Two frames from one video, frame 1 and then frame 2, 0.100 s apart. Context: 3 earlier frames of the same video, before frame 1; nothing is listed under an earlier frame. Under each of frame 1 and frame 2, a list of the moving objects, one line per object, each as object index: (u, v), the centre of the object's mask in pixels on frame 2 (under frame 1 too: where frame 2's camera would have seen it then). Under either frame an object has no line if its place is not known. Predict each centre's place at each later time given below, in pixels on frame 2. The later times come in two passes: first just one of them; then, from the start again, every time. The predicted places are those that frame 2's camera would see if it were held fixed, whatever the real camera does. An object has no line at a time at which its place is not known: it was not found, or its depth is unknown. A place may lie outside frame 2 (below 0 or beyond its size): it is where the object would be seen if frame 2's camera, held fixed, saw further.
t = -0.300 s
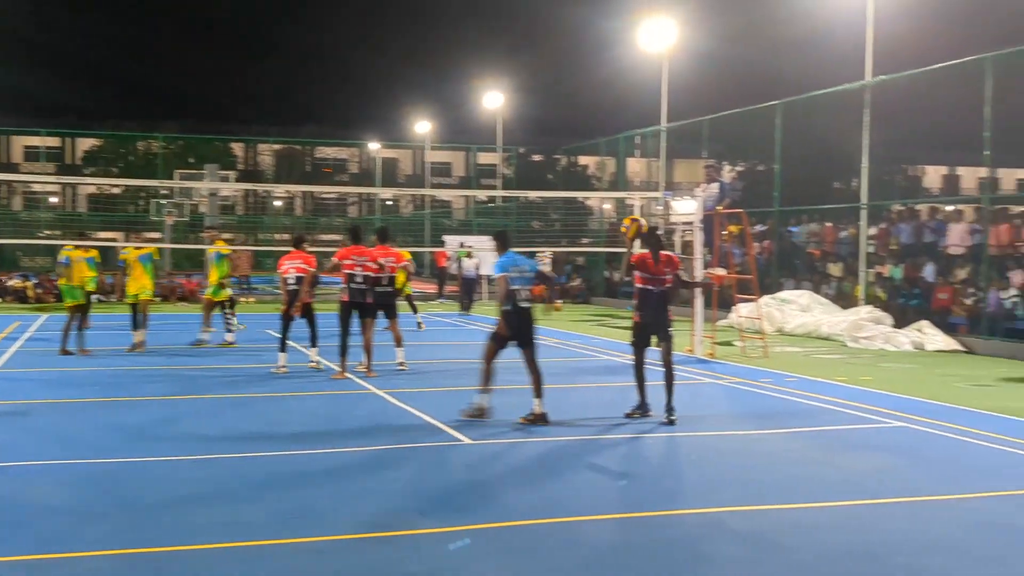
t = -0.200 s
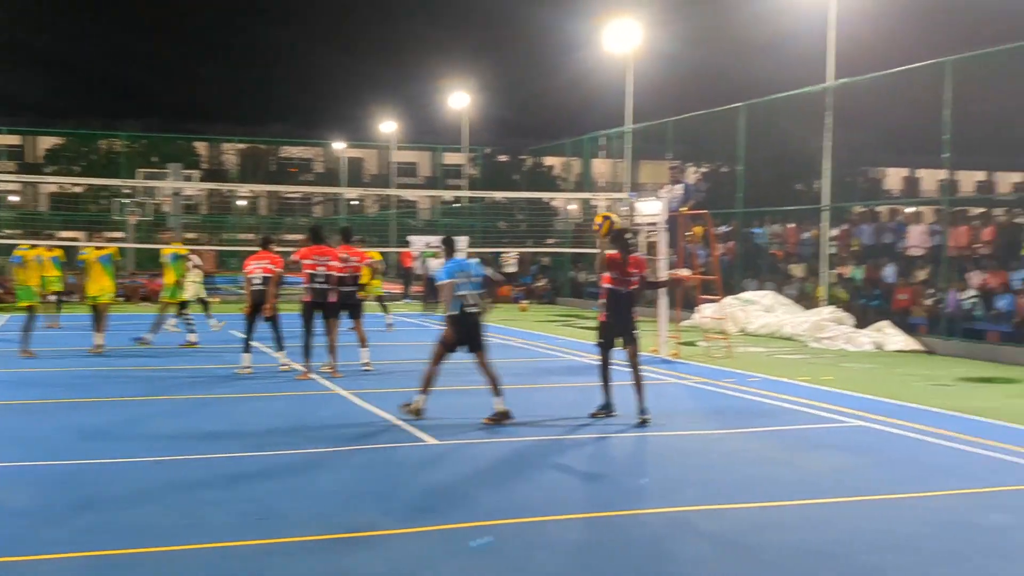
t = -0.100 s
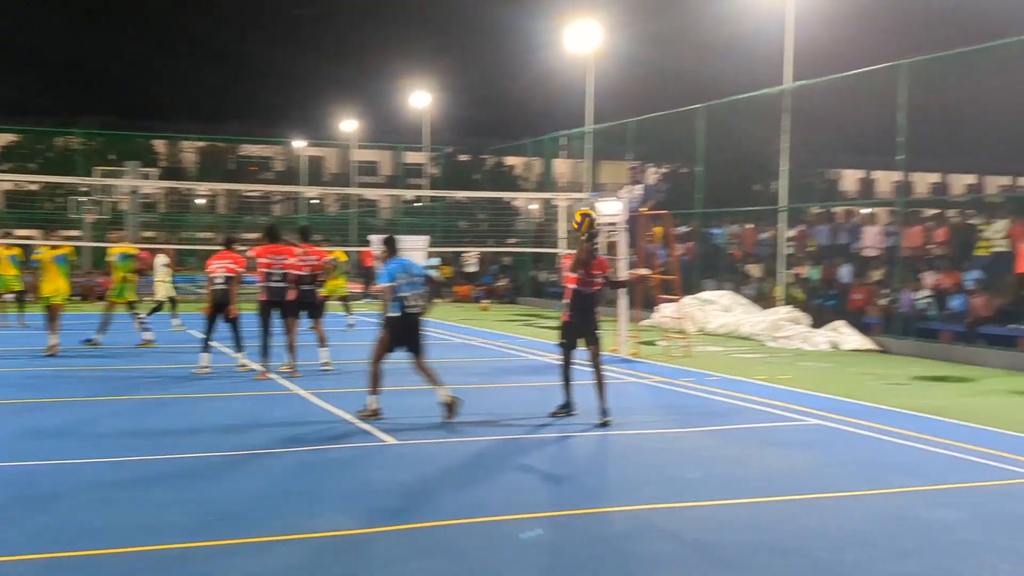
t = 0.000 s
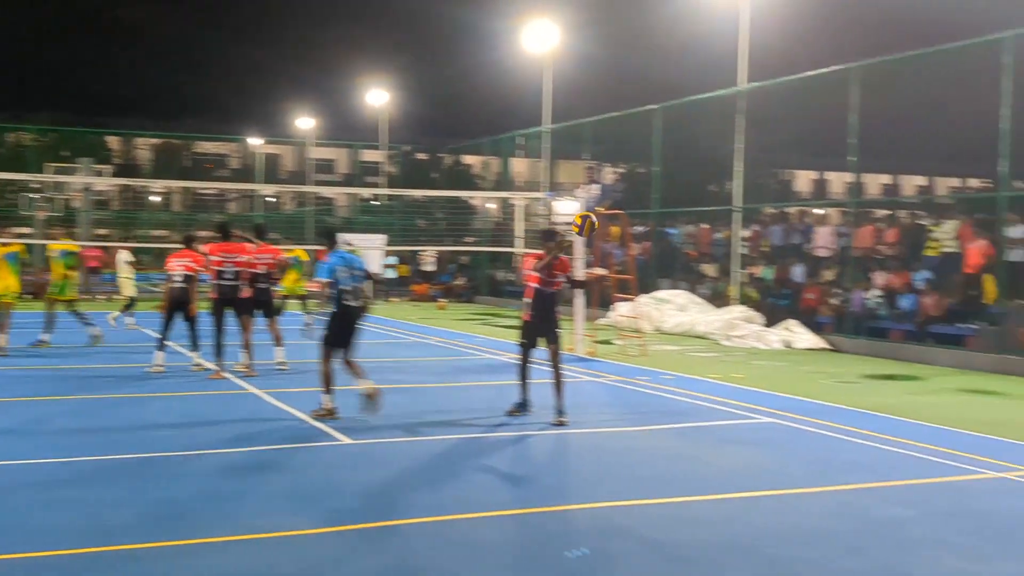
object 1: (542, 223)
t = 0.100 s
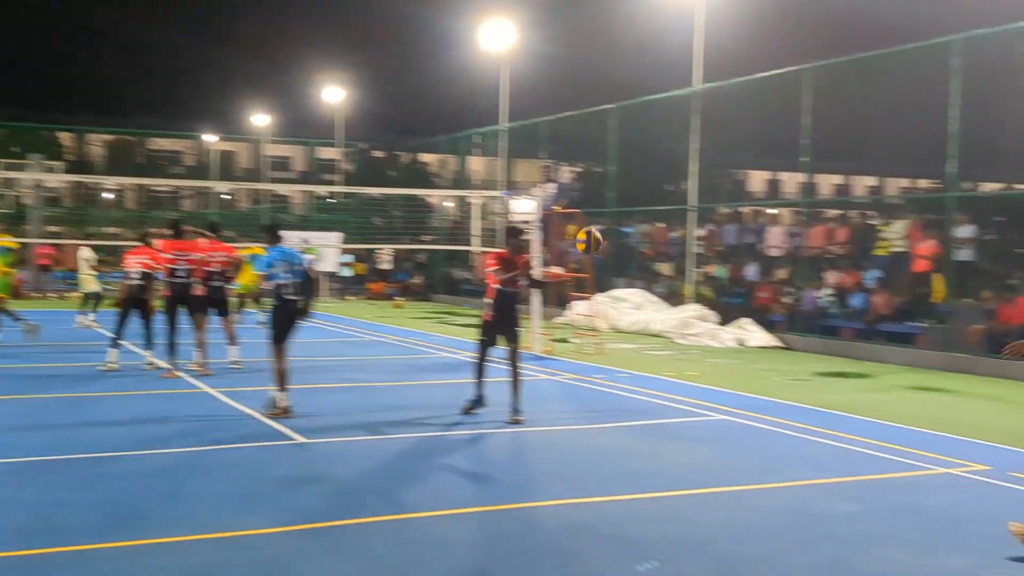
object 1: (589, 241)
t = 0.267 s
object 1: (672, 299)
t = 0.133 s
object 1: (605, 250)
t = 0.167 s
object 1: (621, 260)
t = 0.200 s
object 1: (637, 272)
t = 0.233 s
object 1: (654, 285)
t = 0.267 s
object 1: (672, 299)
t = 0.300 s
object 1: (691, 319)
